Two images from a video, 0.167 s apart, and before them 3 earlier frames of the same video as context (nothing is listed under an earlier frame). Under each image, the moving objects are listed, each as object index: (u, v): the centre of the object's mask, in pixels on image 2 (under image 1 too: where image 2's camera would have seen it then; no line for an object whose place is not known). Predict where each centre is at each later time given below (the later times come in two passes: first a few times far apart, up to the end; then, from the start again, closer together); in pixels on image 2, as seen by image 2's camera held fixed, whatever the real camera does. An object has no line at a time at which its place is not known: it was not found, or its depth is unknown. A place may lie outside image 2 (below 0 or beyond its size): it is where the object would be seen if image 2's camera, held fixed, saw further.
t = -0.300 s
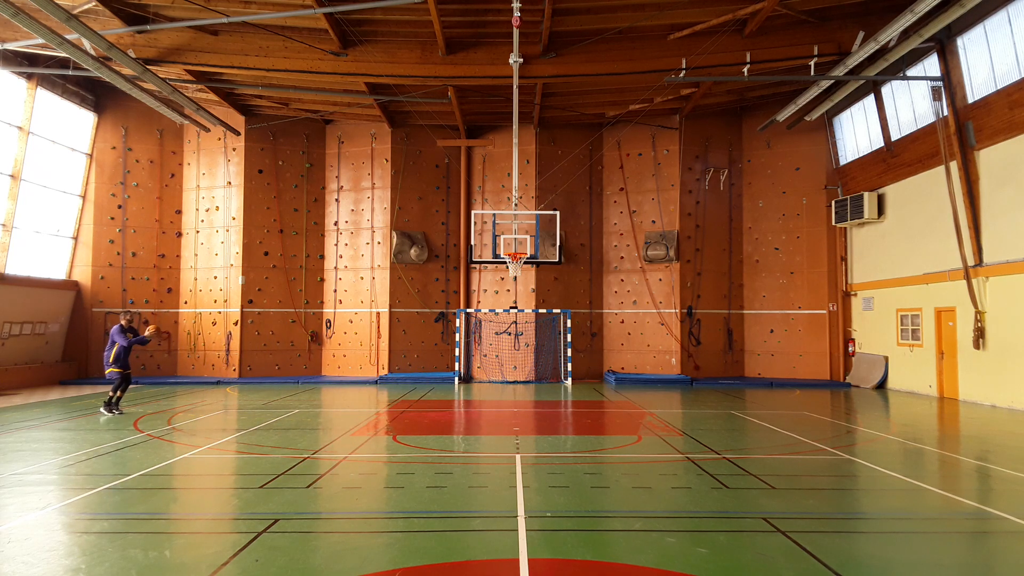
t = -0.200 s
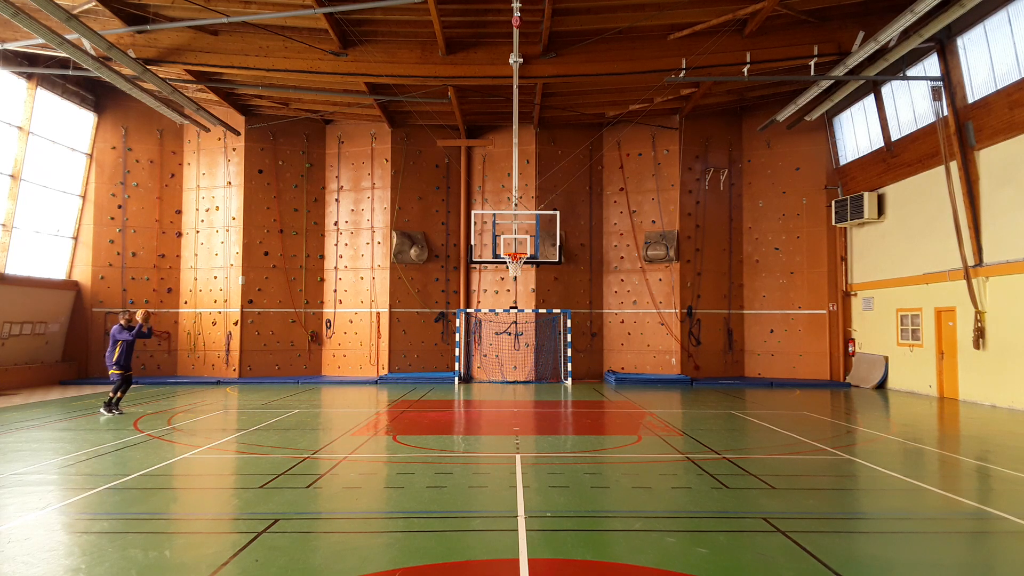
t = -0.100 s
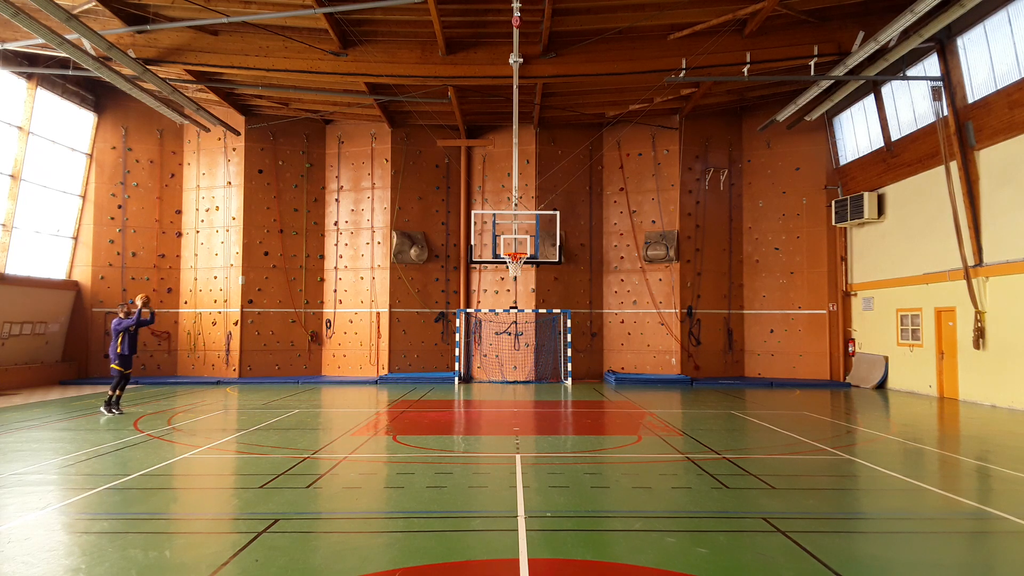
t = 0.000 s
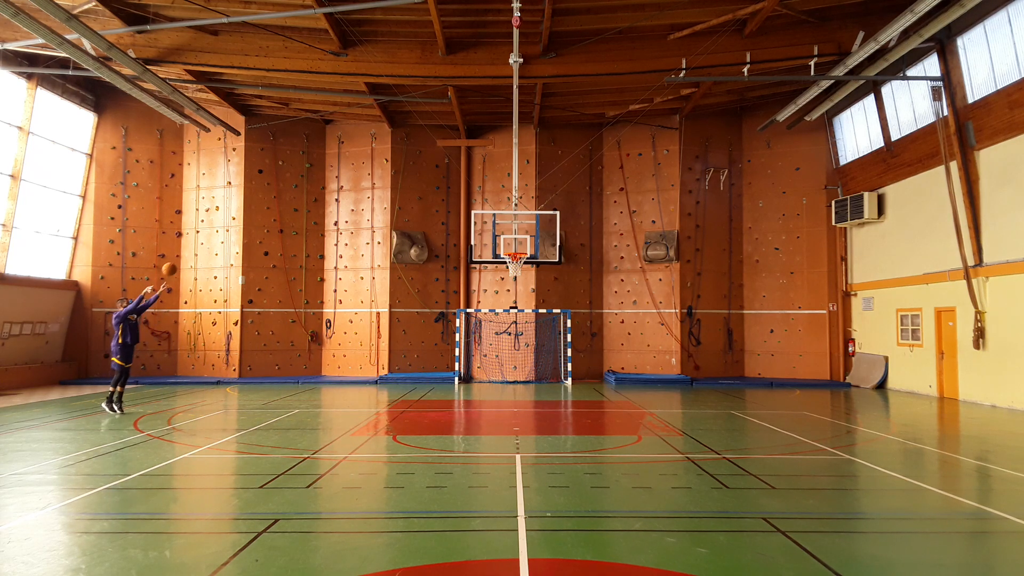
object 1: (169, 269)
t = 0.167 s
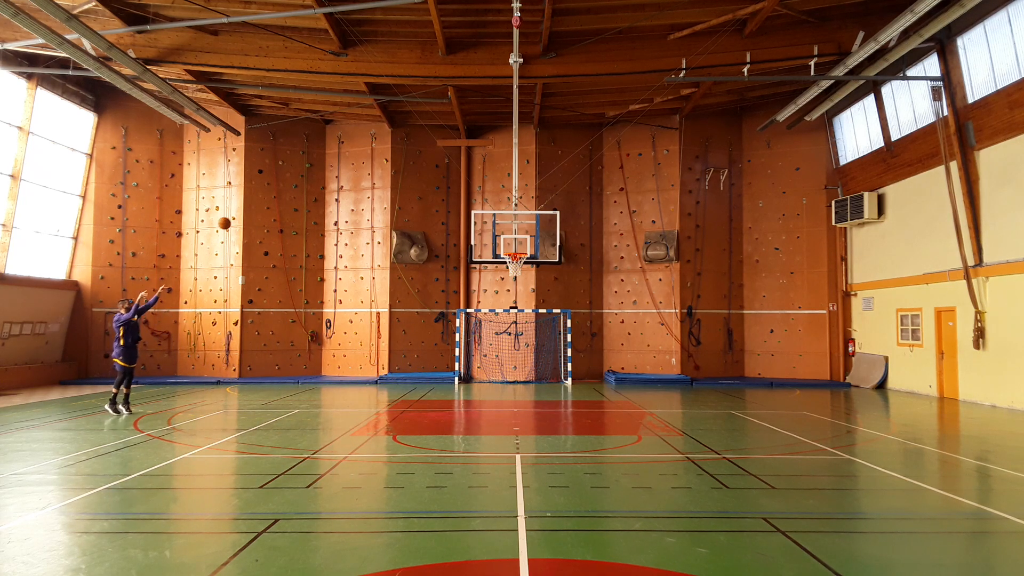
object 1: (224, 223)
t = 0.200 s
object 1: (235, 216)
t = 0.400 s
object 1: (295, 184)
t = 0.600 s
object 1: (354, 174)
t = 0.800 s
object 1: (408, 183)
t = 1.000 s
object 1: (463, 210)
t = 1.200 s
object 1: (512, 248)
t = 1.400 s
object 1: (532, 226)
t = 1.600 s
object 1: (543, 211)
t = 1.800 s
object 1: (554, 216)
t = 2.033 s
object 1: (569, 247)
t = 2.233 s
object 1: (582, 298)
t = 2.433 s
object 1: (595, 374)
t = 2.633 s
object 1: (613, 371)
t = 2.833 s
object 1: (636, 319)
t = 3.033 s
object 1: (657, 289)
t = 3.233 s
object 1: (679, 280)
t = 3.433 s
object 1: (702, 295)
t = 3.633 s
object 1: (727, 334)
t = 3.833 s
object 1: (754, 400)
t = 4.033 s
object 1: (776, 381)
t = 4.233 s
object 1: (796, 343)
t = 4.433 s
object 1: (818, 330)
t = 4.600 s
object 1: (836, 338)
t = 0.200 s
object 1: (235, 216)
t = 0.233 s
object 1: (245, 209)
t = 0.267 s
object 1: (255, 203)
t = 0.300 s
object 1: (265, 198)
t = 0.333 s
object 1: (275, 192)
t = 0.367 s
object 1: (285, 188)
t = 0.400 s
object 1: (295, 184)
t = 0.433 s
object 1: (304, 181)
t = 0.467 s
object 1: (315, 179)
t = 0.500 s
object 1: (325, 177)
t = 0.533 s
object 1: (334, 176)
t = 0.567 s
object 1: (344, 175)
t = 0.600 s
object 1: (354, 174)
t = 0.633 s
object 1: (364, 174)
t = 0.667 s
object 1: (373, 175)
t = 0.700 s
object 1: (382, 176)
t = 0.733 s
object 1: (390, 177)
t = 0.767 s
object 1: (399, 180)
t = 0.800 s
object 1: (408, 183)
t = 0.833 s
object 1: (418, 186)
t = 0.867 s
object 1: (426, 190)
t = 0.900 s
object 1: (435, 194)
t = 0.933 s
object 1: (443, 199)
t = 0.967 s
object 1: (452, 204)
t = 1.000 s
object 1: (463, 210)
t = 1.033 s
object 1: (471, 217)
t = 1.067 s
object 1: (480, 224)
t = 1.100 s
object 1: (488, 231)
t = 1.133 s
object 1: (497, 239)
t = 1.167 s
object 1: (506, 247)
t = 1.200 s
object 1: (512, 248)
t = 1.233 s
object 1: (520, 249)
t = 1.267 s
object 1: (523, 246)
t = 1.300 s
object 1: (526, 240)
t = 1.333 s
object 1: (528, 235)
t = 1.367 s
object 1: (530, 230)
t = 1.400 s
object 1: (532, 226)
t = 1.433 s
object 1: (534, 222)
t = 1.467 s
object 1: (535, 219)
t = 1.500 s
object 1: (537, 216)
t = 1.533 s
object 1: (539, 214)
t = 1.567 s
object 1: (541, 212)
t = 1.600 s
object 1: (543, 211)
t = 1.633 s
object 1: (545, 210)
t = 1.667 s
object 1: (546, 210)
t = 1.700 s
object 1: (549, 211)
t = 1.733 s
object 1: (550, 211)
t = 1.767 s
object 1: (552, 213)
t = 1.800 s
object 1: (554, 216)
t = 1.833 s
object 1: (556, 218)
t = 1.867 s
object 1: (558, 221)
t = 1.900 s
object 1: (560, 226)
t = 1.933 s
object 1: (562, 230)
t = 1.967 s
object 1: (564, 235)
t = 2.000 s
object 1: (566, 241)
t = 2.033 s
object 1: (569, 247)
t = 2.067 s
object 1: (571, 253)
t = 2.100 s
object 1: (573, 261)
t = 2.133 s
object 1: (575, 270)
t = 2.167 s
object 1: (577, 278)
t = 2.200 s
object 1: (579, 288)
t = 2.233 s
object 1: (582, 298)
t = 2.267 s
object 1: (584, 309)
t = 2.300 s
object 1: (586, 320)
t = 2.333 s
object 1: (588, 333)
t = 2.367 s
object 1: (591, 345)
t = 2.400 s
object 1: (592, 359)
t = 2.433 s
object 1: (595, 374)
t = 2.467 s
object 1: (598, 389)
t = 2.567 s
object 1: (607, 392)
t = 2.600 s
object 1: (610, 381)
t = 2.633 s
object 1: (613, 371)
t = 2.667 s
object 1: (617, 361)
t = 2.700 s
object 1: (621, 351)
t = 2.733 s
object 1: (624, 342)
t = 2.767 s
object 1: (628, 334)
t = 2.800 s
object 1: (631, 327)
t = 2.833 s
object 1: (636, 319)
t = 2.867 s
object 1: (639, 312)
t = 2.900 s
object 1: (642, 307)
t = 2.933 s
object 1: (646, 301)
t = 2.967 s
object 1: (650, 296)
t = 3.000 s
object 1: (654, 292)
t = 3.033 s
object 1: (657, 289)
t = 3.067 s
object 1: (661, 286)
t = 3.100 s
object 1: (665, 284)
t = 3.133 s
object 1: (669, 282)
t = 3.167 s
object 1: (672, 281)
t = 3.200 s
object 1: (675, 281)
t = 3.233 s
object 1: (679, 280)
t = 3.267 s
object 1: (682, 281)
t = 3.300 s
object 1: (686, 283)
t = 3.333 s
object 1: (690, 284)
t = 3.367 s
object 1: (694, 287)
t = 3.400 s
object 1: (698, 291)
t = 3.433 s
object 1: (702, 295)
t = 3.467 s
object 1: (706, 300)
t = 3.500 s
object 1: (711, 306)
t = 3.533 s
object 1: (715, 311)
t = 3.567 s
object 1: (719, 319)
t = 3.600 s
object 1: (724, 326)
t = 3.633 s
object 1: (727, 334)
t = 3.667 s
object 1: (731, 343)
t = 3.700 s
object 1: (736, 353)
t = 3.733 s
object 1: (740, 364)
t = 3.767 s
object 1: (745, 375)
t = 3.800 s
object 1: (749, 386)
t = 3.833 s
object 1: (754, 400)
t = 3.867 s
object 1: (758, 413)
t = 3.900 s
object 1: (762, 418)
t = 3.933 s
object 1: (765, 407)
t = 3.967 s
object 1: (769, 398)
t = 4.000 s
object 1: (772, 388)
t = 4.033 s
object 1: (776, 381)
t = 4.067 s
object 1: (779, 372)
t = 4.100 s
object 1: (782, 365)
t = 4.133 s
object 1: (785, 359)
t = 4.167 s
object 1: (789, 353)
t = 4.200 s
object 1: (793, 348)
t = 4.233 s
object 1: (796, 343)
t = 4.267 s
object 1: (800, 339)
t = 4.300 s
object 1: (803, 336)
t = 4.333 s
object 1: (807, 333)
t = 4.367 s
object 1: (810, 331)
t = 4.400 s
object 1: (814, 330)
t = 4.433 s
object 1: (818, 330)
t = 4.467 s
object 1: (822, 330)
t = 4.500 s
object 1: (825, 331)
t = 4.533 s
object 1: (829, 333)
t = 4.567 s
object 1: (833, 335)
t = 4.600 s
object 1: (836, 338)
